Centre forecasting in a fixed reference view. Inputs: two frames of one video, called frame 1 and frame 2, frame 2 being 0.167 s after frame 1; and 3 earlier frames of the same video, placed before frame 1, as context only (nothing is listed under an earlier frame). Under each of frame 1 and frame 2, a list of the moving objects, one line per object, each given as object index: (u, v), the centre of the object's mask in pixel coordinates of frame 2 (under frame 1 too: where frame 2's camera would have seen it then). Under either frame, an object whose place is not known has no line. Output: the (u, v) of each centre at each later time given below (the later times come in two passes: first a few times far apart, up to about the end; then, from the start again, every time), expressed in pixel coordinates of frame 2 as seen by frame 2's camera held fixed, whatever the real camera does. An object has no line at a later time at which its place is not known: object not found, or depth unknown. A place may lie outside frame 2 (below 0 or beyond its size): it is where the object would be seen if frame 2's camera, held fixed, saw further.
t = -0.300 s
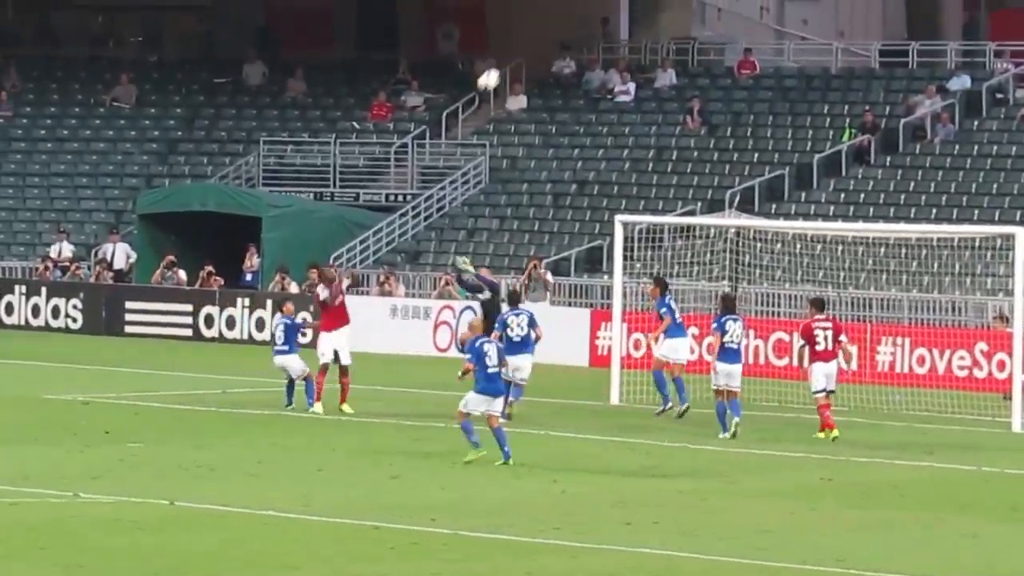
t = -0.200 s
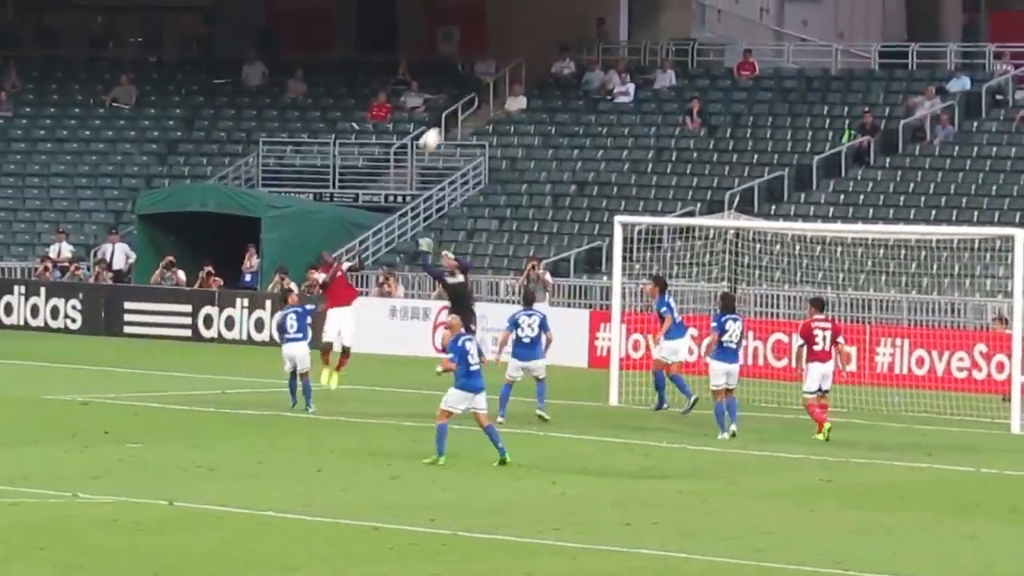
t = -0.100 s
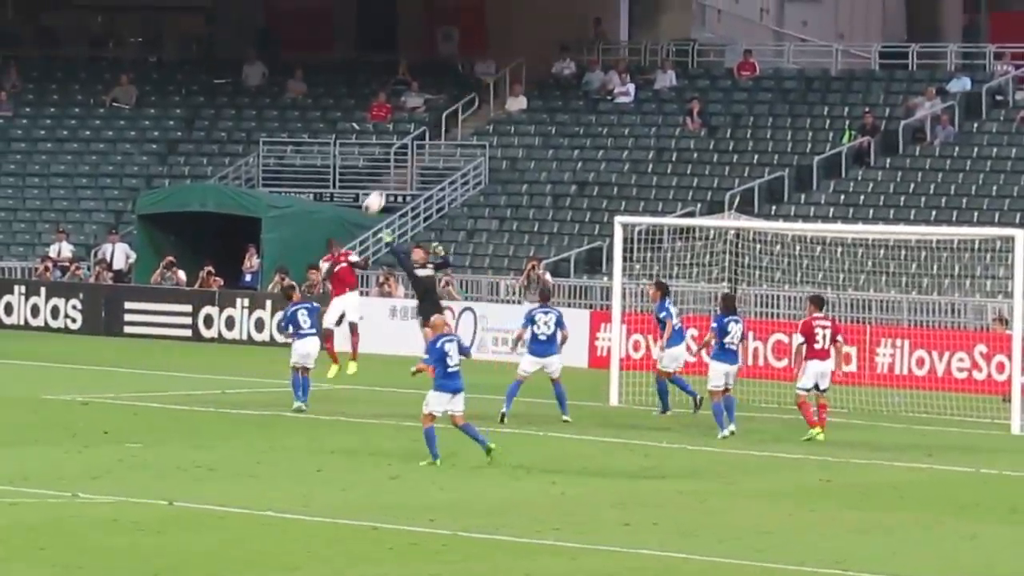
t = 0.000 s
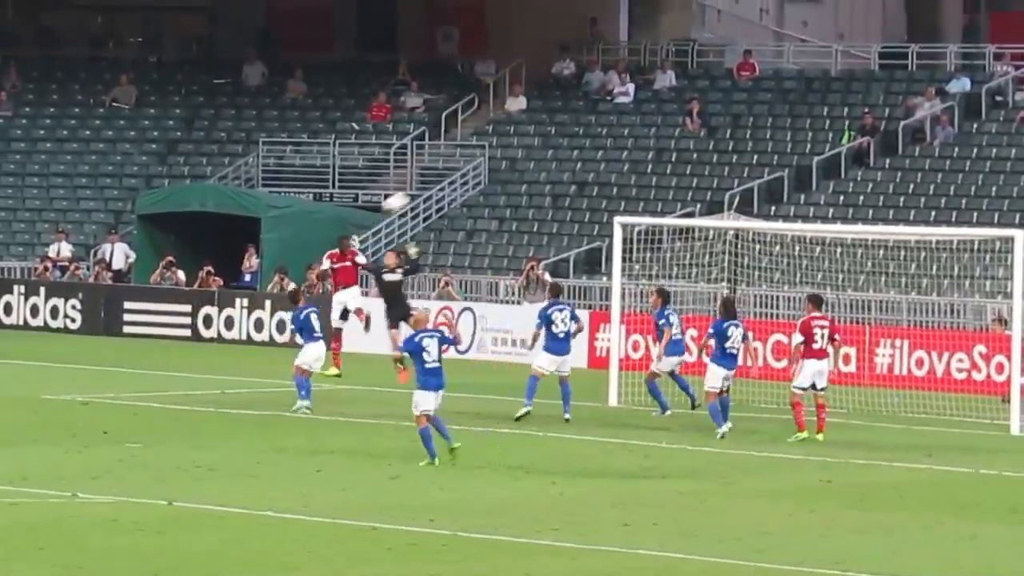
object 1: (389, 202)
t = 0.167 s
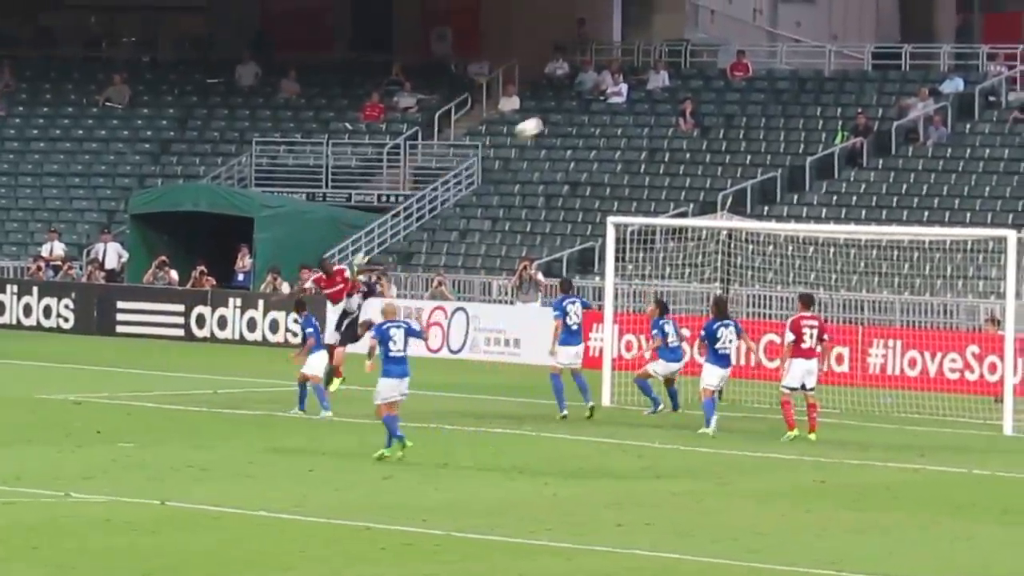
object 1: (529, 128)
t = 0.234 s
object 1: (584, 104)
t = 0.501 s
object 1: (797, 42)
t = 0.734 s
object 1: (976, 34)
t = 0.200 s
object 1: (557, 115)
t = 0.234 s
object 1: (584, 104)
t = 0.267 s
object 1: (611, 94)
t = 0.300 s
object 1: (639, 83)
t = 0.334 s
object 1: (662, 77)
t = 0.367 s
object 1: (691, 67)
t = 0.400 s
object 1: (718, 59)
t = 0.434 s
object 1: (744, 52)
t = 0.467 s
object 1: (771, 47)
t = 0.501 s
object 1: (797, 42)
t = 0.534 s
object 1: (823, 39)
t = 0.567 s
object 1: (849, 36)
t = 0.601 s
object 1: (875, 34)
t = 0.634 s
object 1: (900, 33)
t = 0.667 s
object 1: (925, 32)
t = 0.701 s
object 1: (950, 32)
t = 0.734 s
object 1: (976, 34)
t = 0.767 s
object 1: (1000, 35)
